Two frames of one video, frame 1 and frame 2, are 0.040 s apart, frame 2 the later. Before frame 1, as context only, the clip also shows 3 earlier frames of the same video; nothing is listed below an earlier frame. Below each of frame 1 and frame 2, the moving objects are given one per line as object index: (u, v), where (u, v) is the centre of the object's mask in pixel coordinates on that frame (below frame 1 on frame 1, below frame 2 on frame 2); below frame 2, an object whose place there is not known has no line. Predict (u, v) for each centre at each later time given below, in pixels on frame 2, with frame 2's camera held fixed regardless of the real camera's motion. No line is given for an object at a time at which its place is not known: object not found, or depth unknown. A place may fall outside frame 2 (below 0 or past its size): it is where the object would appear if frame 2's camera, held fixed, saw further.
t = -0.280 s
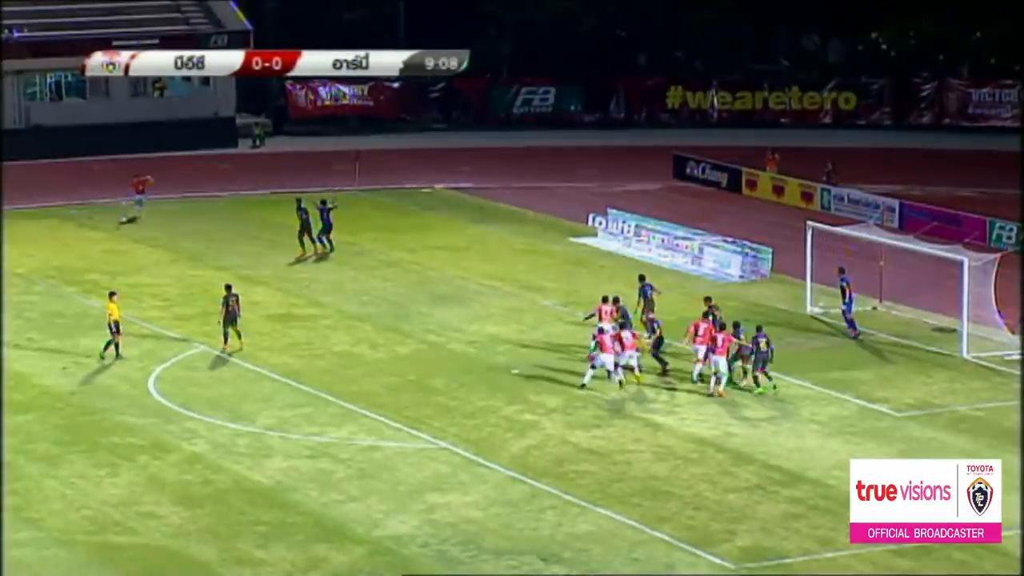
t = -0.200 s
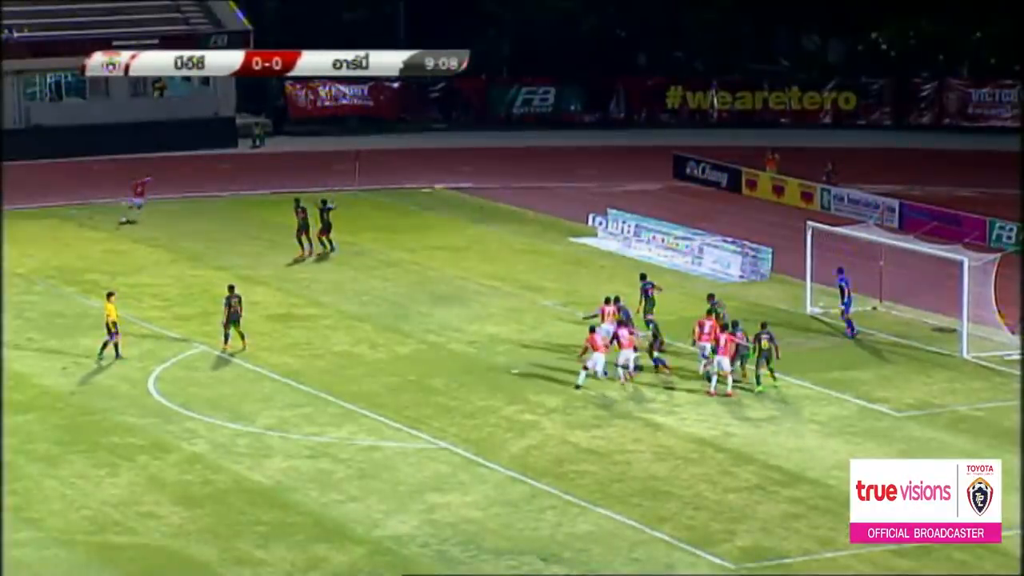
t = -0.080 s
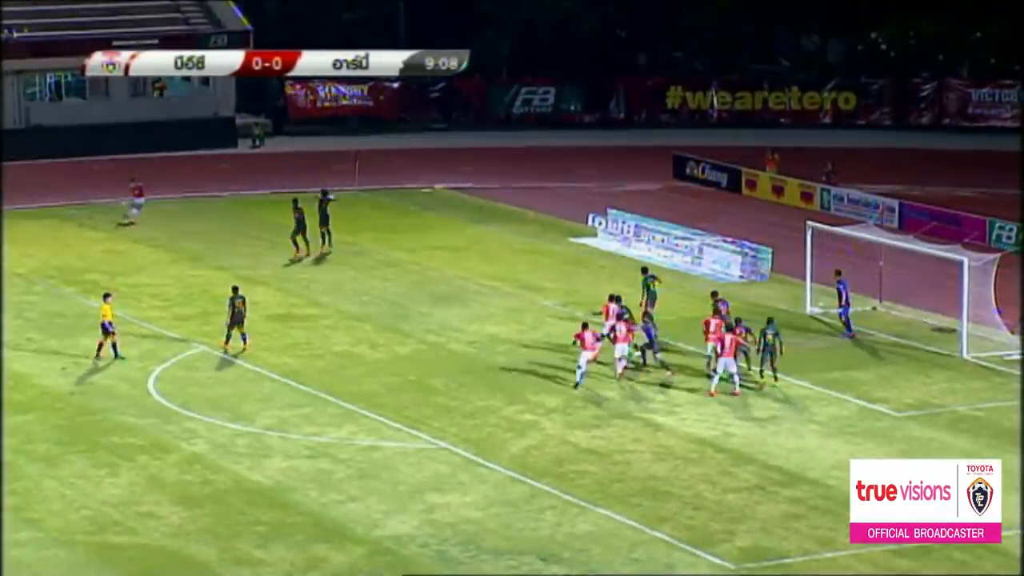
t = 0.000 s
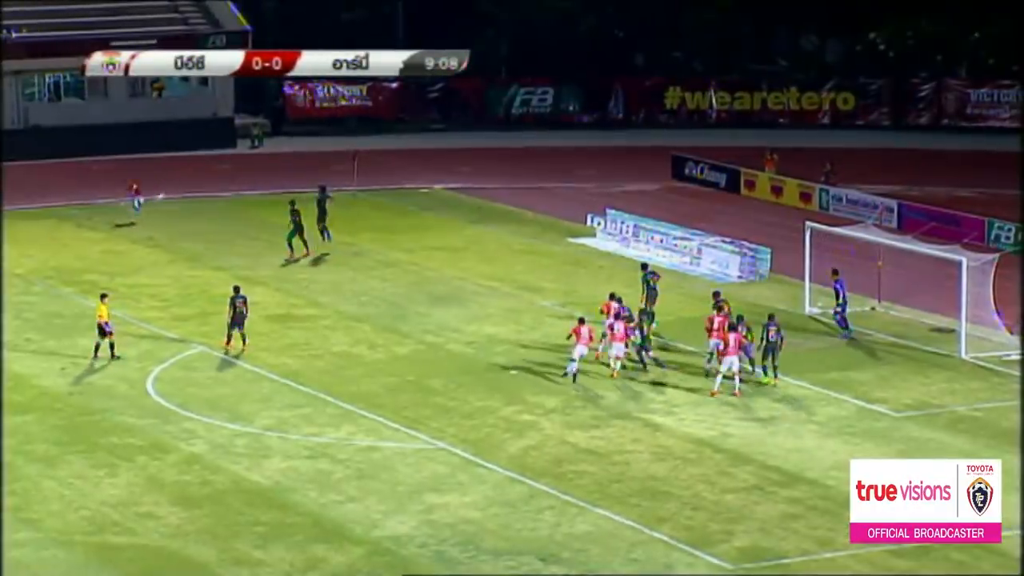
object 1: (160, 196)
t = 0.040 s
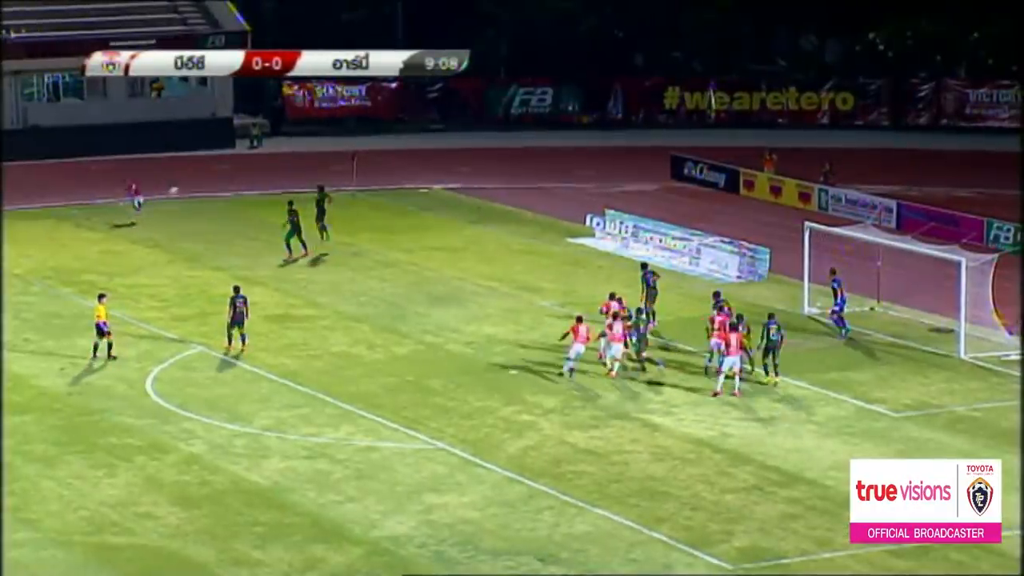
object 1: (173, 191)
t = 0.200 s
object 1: (236, 169)
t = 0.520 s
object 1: (374, 150)
